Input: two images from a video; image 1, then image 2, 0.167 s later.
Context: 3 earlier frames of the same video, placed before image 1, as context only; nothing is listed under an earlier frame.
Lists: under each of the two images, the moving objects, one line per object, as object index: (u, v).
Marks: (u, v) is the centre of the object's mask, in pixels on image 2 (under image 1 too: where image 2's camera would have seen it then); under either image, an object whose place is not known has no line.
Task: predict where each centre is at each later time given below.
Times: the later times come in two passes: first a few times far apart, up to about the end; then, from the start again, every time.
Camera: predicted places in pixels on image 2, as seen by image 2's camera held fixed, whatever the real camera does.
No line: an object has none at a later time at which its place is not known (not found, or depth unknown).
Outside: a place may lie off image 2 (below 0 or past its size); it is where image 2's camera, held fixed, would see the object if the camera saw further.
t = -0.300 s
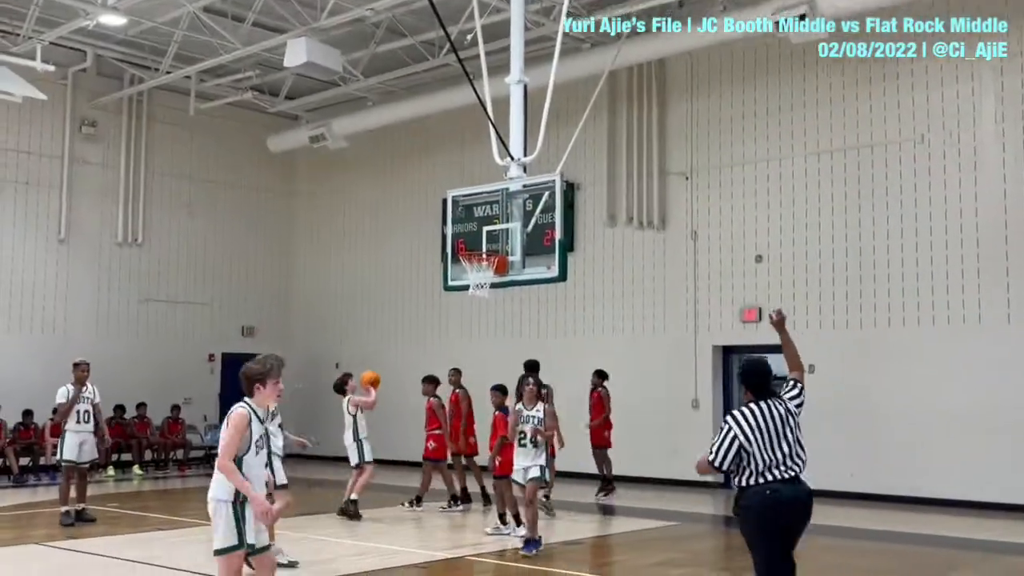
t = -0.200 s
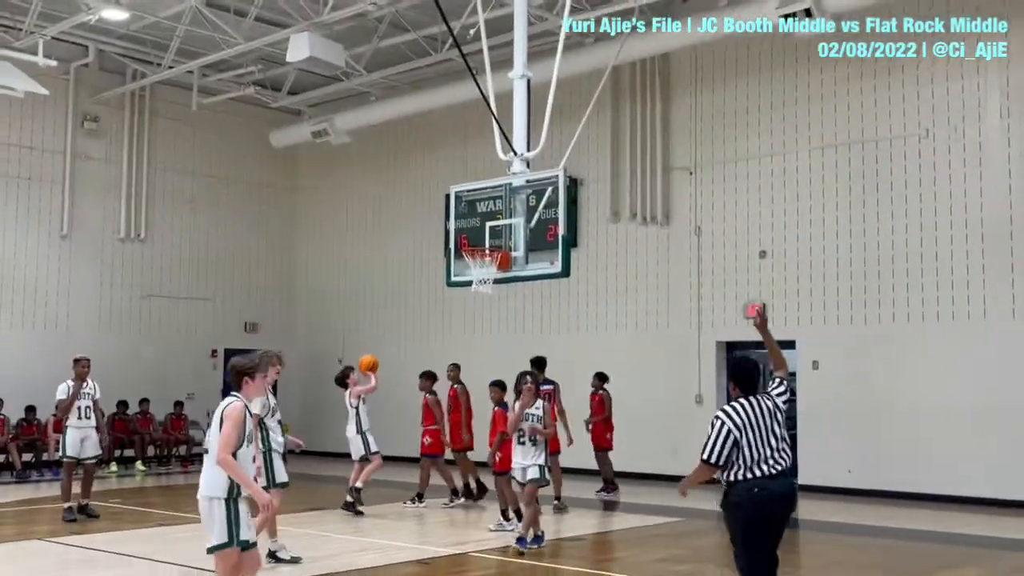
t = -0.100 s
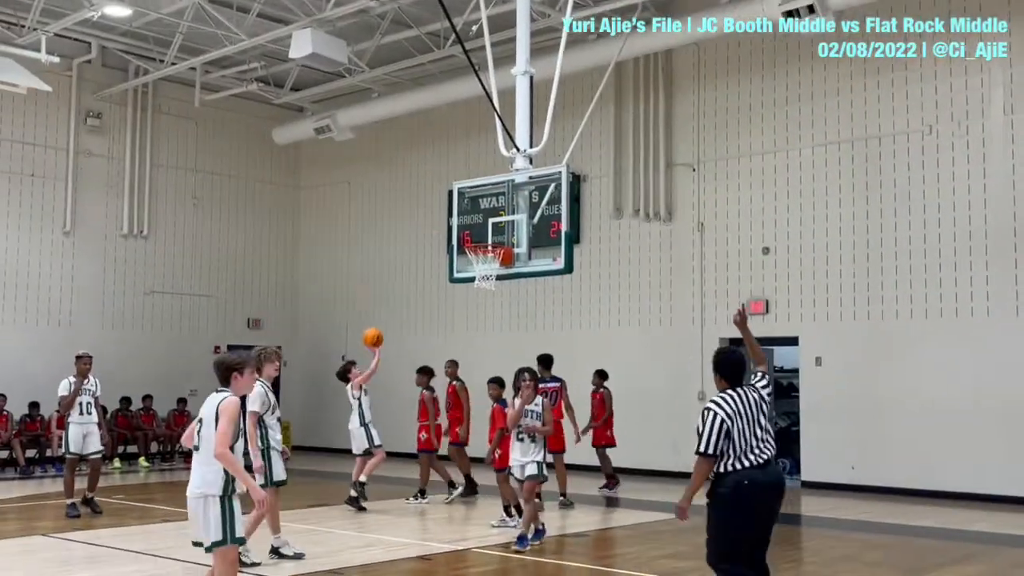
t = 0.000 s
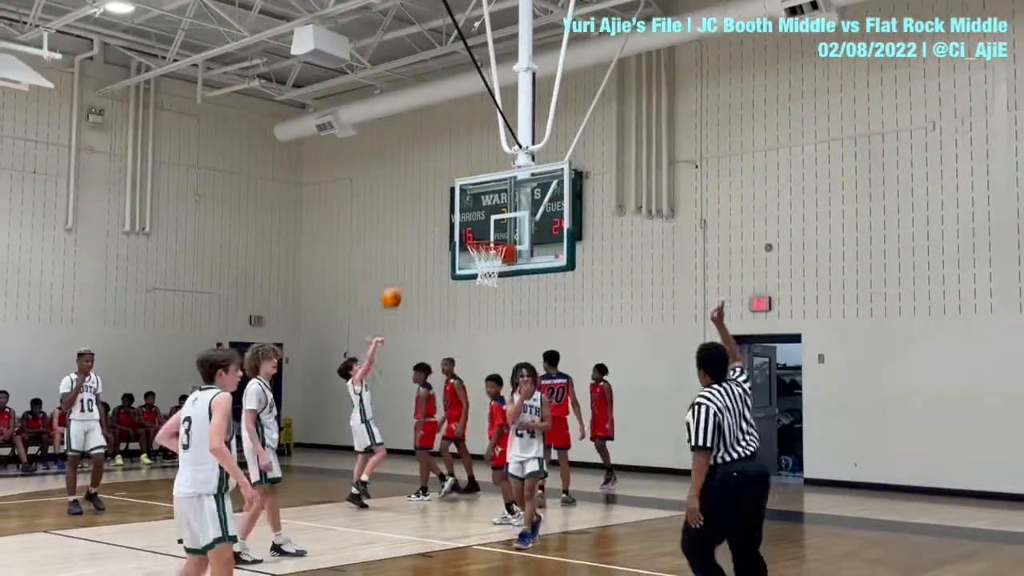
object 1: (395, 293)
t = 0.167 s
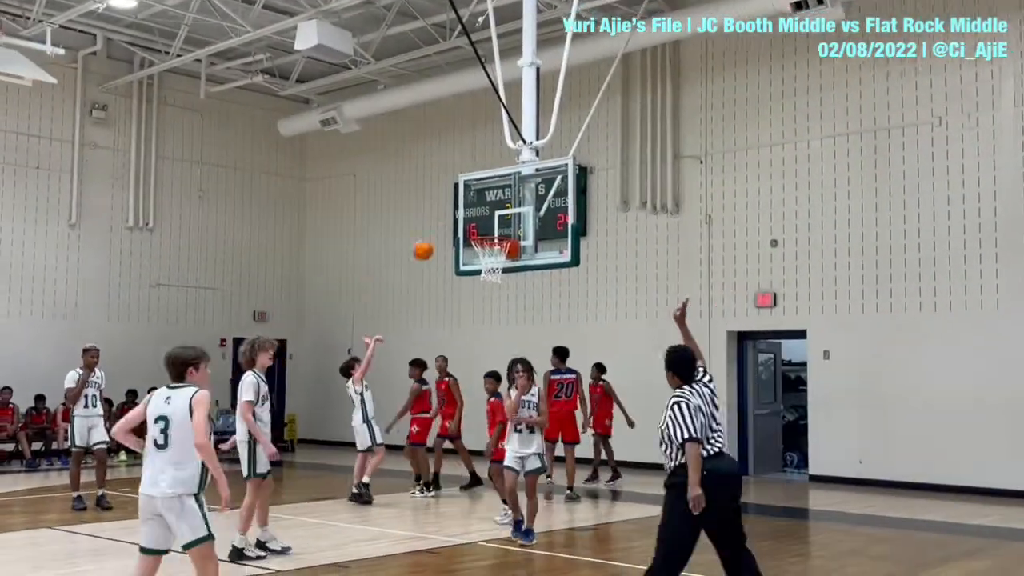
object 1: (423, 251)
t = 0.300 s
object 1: (444, 231)
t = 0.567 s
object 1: (485, 237)
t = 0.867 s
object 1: (499, 274)
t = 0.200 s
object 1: (429, 244)
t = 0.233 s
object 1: (435, 238)
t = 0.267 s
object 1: (439, 235)
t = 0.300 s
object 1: (444, 231)
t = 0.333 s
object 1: (449, 229)
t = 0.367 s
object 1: (454, 226)
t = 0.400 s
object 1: (459, 226)
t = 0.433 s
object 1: (464, 226)
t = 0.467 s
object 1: (470, 227)
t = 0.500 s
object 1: (475, 229)
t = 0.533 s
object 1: (480, 231)
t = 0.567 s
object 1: (485, 237)
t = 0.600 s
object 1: (490, 242)
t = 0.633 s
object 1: (493, 246)
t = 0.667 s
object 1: (495, 248)
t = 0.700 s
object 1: (496, 253)
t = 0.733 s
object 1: (498, 256)
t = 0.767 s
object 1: (500, 262)
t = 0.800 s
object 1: (500, 264)
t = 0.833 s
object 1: (499, 268)
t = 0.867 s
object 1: (499, 274)
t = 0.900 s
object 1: (497, 277)
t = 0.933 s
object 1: (496, 283)
